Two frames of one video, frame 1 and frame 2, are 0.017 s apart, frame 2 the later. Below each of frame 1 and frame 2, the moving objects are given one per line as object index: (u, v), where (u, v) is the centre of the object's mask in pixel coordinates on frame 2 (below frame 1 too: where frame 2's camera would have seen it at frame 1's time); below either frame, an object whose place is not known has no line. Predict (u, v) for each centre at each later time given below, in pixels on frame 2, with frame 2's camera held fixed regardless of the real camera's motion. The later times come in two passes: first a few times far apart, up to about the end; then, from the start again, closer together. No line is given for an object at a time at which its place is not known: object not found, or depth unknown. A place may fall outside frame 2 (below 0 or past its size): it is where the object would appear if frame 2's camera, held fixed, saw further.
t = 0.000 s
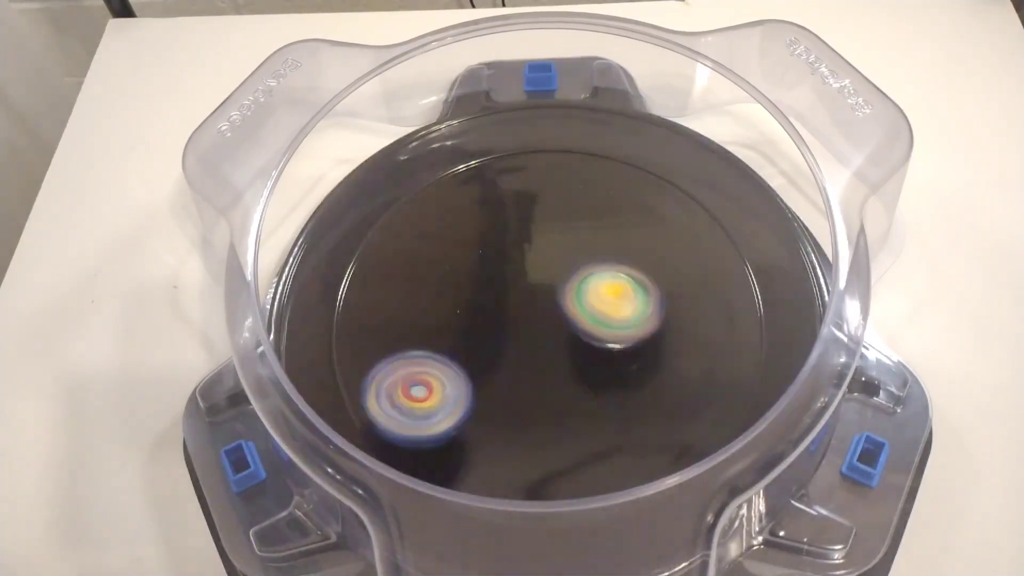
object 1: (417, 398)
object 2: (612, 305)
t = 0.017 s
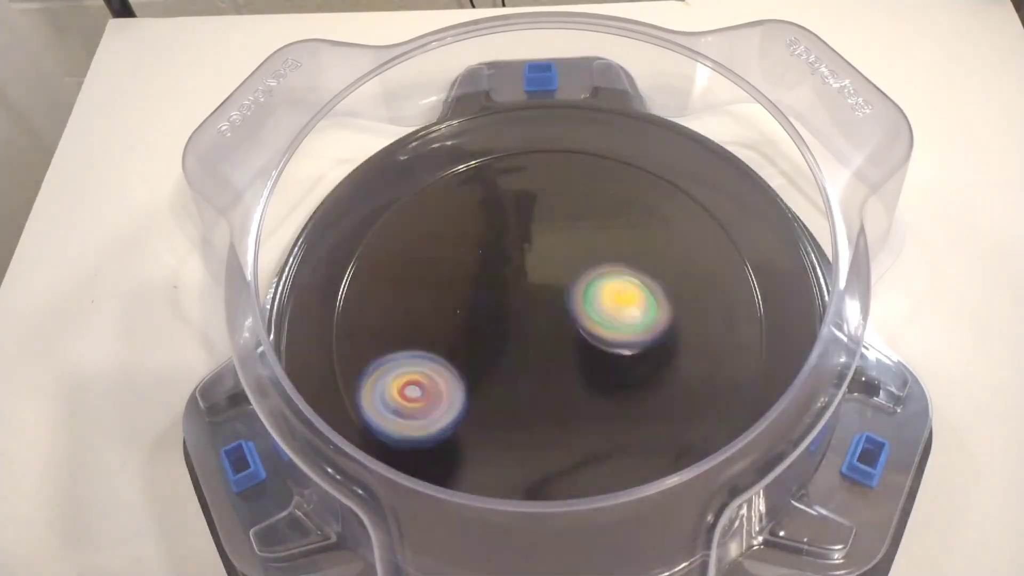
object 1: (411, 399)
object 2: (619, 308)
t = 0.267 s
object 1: (419, 365)
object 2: (651, 367)
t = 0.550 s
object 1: (501, 279)
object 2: (606, 359)
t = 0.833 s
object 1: (586, 214)
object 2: (570, 347)
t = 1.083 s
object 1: (634, 204)
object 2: (537, 321)
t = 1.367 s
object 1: (622, 298)
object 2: (512, 309)
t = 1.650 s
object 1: (589, 396)
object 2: (524, 300)
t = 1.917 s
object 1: (536, 436)
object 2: (532, 305)
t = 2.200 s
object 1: (488, 369)
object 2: (573, 312)
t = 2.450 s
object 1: (459, 303)
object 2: (594, 298)
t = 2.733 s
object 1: (477, 245)
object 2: (590, 308)
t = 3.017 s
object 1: (515, 206)
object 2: (583, 346)
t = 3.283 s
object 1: (503, 234)
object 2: (545, 388)
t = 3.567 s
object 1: (569, 263)
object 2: (530, 394)
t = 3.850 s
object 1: (604, 251)
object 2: (526, 367)
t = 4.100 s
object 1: (631, 261)
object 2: (488, 327)
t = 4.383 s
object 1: (617, 279)
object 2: (489, 313)
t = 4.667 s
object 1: (652, 336)
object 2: (467, 305)
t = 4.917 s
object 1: (640, 366)
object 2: (503, 302)
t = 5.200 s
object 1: (589, 405)
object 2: (565, 264)
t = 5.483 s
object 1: (538, 387)
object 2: (577, 266)
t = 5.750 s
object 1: (491, 338)
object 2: (580, 270)
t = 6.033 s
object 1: (480, 285)
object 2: (581, 275)
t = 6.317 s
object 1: (475, 271)
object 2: (584, 290)
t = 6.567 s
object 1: (498, 288)
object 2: (606, 303)
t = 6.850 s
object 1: (508, 310)
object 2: (617, 320)
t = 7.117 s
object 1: (476, 313)
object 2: (597, 322)
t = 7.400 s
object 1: (460, 307)
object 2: (573, 312)
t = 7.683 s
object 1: (470, 315)
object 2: (594, 316)
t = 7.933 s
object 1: (487, 332)
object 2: (602, 312)
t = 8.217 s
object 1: (476, 347)
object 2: (591, 304)
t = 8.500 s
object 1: (469, 337)
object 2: (593, 303)
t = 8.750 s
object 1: (482, 344)
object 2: (602, 298)
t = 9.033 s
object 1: (480, 342)
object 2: (592, 307)
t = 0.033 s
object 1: (407, 398)
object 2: (626, 312)
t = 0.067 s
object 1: (400, 398)
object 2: (638, 322)
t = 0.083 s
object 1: (397, 398)
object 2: (642, 327)
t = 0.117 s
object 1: (393, 396)
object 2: (648, 337)
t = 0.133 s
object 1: (392, 394)
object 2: (650, 342)
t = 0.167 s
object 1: (395, 390)
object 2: (653, 351)
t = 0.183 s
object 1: (398, 387)
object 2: (653, 355)
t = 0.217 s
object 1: (405, 380)
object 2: (652, 362)
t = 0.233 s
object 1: (410, 376)
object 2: (652, 363)
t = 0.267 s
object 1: (419, 365)
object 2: (651, 367)
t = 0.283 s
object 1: (424, 361)
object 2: (649, 368)
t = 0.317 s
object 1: (434, 350)
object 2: (646, 368)
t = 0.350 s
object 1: (443, 340)
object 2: (640, 368)
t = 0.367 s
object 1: (449, 335)
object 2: (638, 367)
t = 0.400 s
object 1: (458, 324)
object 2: (632, 366)
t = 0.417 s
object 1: (463, 320)
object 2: (629, 366)
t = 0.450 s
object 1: (473, 309)
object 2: (623, 364)
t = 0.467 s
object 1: (476, 304)
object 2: (620, 363)
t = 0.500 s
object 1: (487, 294)
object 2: (615, 362)
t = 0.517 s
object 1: (492, 288)
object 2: (612, 361)
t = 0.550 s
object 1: (501, 279)
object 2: (606, 359)
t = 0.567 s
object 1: (507, 273)
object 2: (603, 359)
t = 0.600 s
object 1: (517, 265)
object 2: (598, 357)
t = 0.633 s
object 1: (527, 256)
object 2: (593, 355)
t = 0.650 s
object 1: (532, 251)
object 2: (590, 354)
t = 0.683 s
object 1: (542, 244)
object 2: (585, 352)
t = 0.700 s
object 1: (548, 240)
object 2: (583, 351)
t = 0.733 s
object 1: (558, 232)
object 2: (579, 350)
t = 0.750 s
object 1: (563, 229)
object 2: (577, 350)
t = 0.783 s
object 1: (573, 221)
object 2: (575, 349)
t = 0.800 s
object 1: (577, 219)
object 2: (573, 348)
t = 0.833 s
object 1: (586, 214)
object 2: (570, 347)
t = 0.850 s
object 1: (589, 211)
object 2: (568, 346)
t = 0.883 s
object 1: (599, 207)
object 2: (565, 343)
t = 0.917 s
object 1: (607, 203)
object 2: (561, 340)
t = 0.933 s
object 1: (609, 202)
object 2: (559, 338)
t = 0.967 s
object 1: (618, 200)
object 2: (554, 334)
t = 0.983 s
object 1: (621, 199)
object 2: (552, 333)
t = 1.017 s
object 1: (627, 199)
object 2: (546, 329)
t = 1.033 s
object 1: (630, 199)
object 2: (544, 327)
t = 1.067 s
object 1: (633, 202)
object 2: (539, 323)
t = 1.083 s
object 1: (634, 204)
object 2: (537, 321)
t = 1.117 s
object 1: (634, 210)
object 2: (532, 318)
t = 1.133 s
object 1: (634, 215)
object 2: (529, 315)
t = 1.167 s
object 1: (633, 224)
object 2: (525, 314)
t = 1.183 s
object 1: (633, 230)
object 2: (523, 312)
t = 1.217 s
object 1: (632, 242)
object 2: (519, 311)
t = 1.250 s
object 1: (630, 254)
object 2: (517, 310)
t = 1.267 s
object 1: (629, 260)
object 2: (515, 309)
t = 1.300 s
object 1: (627, 273)
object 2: (513, 309)
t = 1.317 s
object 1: (626, 280)
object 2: (512, 309)
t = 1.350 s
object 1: (624, 291)
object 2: (512, 309)
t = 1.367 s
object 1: (622, 298)
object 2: (512, 309)
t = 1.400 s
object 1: (620, 311)
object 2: (513, 309)
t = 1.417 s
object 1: (618, 317)
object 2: (514, 308)
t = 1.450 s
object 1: (615, 329)
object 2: (515, 307)
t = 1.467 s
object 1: (613, 335)
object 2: (516, 306)
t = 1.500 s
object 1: (609, 348)
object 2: (518, 305)
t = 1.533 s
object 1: (606, 359)
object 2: (519, 303)
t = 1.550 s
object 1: (603, 365)
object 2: (520, 303)
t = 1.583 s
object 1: (599, 376)
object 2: (521, 301)
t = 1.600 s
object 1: (596, 382)
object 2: (522, 301)
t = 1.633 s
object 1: (591, 392)
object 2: (523, 300)
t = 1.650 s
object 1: (589, 396)
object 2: (524, 300)
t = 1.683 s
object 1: (582, 406)
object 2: (524, 299)
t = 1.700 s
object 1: (580, 410)
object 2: (524, 299)
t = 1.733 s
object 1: (573, 418)
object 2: (524, 299)
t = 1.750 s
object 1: (570, 421)
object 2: (523, 299)
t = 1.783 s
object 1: (564, 428)
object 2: (524, 299)
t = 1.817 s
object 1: (557, 433)
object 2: (525, 300)
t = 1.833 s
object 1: (554, 434)
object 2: (525, 301)
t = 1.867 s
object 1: (547, 437)
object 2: (527, 302)
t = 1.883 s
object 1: (544, 437)
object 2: (528, 303)
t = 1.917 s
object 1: (536, 436)
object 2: (532, 305)
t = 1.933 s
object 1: (534, 434)
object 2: (534, 306)
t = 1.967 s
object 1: (529, 431)
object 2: (539, 308)
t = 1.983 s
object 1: (526, 427)
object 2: (542, 309)
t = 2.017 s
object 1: (520, 419)
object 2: (546, 310)
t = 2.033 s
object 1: (517, 415)
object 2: (549, 312)
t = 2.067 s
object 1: (511, 406)
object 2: (553, 313)
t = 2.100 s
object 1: (505, 396)
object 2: (558, 313)
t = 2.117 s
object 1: (503, 391)
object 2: (561, 314)
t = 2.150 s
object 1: (497, 381)
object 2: (565, 314)
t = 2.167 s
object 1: (495, 375)
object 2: (567, 315)
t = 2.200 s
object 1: (488, 369)
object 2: (573, 312)
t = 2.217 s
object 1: (486, 365)
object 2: (576, 311)
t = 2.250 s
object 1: (480, 357)
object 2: (580, 309)
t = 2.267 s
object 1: (477, 352)
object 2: (582, 308)
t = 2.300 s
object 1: (472, 343)
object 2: (587, 306)
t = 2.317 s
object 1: (470, 339)
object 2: (588, 305)
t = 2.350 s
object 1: (466, 329)
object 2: (591, 303)
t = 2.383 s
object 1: (463, 320)
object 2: (592, 301)
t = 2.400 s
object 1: (462, 316)
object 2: (593, 300)
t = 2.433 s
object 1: (460, 307)
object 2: (593, 299)
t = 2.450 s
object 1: (459, 303)
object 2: (594, 298)
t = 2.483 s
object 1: (458, 294)
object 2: (593, 298)
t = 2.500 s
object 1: (458, 290)
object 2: (593, 298)
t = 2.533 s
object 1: (458, 282)
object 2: (592, 299)
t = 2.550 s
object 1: (458, 279)
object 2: (592, 299)
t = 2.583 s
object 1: (460, 271)
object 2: (591, 301)
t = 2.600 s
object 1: (460, 268)
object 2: (591, 302)
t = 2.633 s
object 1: (464, 261)
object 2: (590, 304)
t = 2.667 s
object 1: (468, 254)
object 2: (590, 305)
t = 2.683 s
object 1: (470, 252)
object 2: (590, 306)
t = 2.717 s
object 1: (475, 247)
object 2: (590, 307)
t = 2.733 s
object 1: (477, 245)
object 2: (590, 308)
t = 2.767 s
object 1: (484, 241)
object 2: (589, 309)
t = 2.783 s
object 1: (486, 240)
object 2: (589, 309)
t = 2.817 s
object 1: (494, 237)
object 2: (587, 310)
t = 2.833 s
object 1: (497, 236)
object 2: (586, 310)
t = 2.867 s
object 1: (507, 235)
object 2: (582, 310)
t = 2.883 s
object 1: (510, 235)
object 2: (580, 310)
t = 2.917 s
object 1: (520, 234)
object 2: (575, 311)
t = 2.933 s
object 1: (523, 233)
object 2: (573, 311)
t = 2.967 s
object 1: (522, 220)
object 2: (579, 325)
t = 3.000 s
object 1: (517, 209)
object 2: (583, 339)
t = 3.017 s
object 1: (515, 206)
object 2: (583, 346)
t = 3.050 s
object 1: (509, 199)
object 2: (579, 358)
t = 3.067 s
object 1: (506, 198)
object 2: (576, 363)
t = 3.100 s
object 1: (501, 196)
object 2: (568, 372)
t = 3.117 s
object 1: (498, 197)
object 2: (564, 376)
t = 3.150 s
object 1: (496, 200)
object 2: (558, 380)
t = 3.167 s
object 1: (494, 202)
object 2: (554, 382)
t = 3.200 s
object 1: (494, 210)
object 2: (548, 386)
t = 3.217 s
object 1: (494, 214)
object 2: (547, 387)
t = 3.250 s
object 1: (498, 224)
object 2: (545, 388)
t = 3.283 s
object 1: (503, 234)
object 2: (545, 388)
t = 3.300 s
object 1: (506, 240)
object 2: (544, 388)
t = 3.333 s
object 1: (513, 250)
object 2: (543, 386)
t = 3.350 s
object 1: (517, 255)
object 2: (542, 384)
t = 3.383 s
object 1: (524, 264)
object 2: (540, 381)
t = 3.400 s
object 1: (528, 270)
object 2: (540, 380)
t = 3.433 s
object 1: (537, 279)
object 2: (538, 377)
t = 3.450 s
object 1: (541, 284)
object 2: (537, 376)
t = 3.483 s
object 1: (551, 280)
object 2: (533, 383)
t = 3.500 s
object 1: (554, 274)
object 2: (532, 386)
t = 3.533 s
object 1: (562, 267)
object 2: (531, 391)
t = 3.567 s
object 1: (569, 263)
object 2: (530, 394)
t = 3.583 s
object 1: (574, 262)
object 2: (530, 395)
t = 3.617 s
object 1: (581, 257)
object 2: (530, 393)
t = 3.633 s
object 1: (586, 256)
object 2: (531, 392)
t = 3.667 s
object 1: (592, 252)
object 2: (531, 389)
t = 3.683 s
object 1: (596, 251)
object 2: (531, 386)
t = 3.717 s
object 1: (600, 248)
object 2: (531, 383)
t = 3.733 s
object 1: (602, 248)
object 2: (530, 381)
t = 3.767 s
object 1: (605, 246)
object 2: (529, 379)
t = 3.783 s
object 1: (605, 247)
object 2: (528, 378)
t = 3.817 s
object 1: (605, 248)
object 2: (527, 373)
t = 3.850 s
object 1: (604, 251)
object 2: (526, 367)
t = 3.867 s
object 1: (604, 252)
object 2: (525, 363)
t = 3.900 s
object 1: (601, 257)
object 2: (525, 357)
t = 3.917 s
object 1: (601, 259)
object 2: (524, 353)
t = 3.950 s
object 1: (598, 268)
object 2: (524, 344)
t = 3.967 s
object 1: (597, 272)
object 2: (523, 341)
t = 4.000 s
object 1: (607, 272)
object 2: (513, 337)
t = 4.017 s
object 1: (613, 268)
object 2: (506, 337)
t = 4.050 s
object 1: (621, 266)
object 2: (498, 333)
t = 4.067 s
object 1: (624, 263)
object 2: (494, 331)
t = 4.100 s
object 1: (631, 261)
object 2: (488, 327)
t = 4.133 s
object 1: (638, 257)
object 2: (483, 321)
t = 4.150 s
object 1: (639, 256)
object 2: (482, 319)
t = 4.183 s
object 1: (642, 254)
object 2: (480, 317)
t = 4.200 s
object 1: (641, 254)
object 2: (480, 315)
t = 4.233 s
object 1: (640, 254)
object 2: (478, 315)
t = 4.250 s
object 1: (639, 255)
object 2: (479, 315)
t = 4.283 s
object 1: (635, 258)
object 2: (480, 315)
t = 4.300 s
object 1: (632, 262)
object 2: (481, 315)
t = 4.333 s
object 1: (626, 267)
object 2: (484, 314)
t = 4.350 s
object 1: (624, 271)
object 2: (485, 314)
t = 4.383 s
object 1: (617, 279)
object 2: (489, 313)
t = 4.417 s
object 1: (611, 288)
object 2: (493, 311)
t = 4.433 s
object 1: (608, 291)
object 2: (494, 311)
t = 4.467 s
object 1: (602, 300)
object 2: (497, 309)
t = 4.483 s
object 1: (603, 304)
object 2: (496, 307)
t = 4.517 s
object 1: (619, 312)
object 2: (480, 305)
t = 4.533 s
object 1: (625, 316)
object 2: (474, 304)
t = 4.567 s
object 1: (633, 321)
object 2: (467, 304)
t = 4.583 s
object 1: (637, 324)
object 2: (465, 304)
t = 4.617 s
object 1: (643, 328)
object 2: (464, 304)
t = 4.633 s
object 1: (647, 331)
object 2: (465, 305)
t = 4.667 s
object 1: (652, 336)
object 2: (467, 305)
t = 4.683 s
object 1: (655, 339)
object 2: (469, 304)
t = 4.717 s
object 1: (658, 344)
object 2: (472, 304)
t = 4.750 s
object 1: (660, 350)
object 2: (475, 303)
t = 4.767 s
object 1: (660, 352)
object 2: (477, 303)
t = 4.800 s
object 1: (660, 355)
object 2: (479, 302)
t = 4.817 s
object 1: (657, 358)
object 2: (482, 302)
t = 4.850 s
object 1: (654, 361)
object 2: (488, 302)
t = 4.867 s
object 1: (650, 363)
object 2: (491, 302)
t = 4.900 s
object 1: (644, 365)
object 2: (500, 302)
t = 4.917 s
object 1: (640, 366)
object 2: (503, 302)
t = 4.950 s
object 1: (628, 367)
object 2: (513, 301)
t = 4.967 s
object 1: (625, 367)
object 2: (518, 301)
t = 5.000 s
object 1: (614, 368)
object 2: (528, 301)
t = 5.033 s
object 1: (604, 368)
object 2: (539, 300)
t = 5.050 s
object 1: (602, 373)
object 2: (542, 298)
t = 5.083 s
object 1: (601, 384)
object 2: (545, 286)
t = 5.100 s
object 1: (600, 388)
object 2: (546, 282)
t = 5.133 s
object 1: (596, 395)
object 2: (553, 274)
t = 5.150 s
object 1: (595, 397)
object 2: (556, 271)
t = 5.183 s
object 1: (591, 403)
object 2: (562, 266)
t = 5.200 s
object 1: (589, 405)
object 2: (565, 264)
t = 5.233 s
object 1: (583, 409)
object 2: (569, 261)
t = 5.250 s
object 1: (580, 410)
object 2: (571, 259)
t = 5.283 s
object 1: (576, 411)
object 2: (573, 258)
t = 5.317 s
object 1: (568, 410)
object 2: (573, 257)
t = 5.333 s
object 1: (567, 410)
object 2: (573, 257)
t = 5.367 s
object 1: (558, 406)
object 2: (574, 257)
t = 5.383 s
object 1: (555, 404)
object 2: (574, 258)
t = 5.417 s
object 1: (550, 400)
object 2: (574, 259)
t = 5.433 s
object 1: (546, 397)
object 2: (574, 261)
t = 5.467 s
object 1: (540, 391)
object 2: (576, 264)
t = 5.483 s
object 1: (538, 387)
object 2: (577, 266)
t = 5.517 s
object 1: (531, 380)
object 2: (579, 268)
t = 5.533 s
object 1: (529, 376)
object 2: (580, 268)
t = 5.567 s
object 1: (526, 368)
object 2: (579, 271)
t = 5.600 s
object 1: (523, 360)
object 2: (580, 274)
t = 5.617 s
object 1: (522, 356)
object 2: (578, 276)
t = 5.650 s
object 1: (513, 352)
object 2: (580, 275)
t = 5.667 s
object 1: (506, 350)
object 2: (582, 272)
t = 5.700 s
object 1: (496, 346)
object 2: (584, 269)
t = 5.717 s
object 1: (493, 342)
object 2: (582, 269)
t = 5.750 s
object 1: (491, 338)
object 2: (580, 270)
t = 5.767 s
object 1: (489, 335)
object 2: (581, 271)
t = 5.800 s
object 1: (485, 329)
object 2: (580, 272)
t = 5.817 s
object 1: (484, 325)
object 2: (580, 273)
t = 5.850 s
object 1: (482, 319)
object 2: (580, 274)
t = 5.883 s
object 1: (482, 312)
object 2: (579, 275)
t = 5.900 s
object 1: (483, 309)
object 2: (579, 275)
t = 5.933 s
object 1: (482, 301)
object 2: (580, 276)
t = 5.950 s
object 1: (482, 299)
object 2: (582, 276)
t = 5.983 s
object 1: (482, 292)
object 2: (581, 275)
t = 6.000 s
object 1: (480, 288)
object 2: (581, 274)
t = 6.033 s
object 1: (480, 285)
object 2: (581, 275)
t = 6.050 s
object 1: (476, 282)
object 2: (581, 275)
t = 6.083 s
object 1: (472, 278)
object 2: (584, 276)
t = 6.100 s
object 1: (470, 276)
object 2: (583, 276)
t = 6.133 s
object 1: (466, 274)
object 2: (581, 277)
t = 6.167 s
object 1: (463, 271)
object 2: (581, 279)
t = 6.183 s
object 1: (463, 271)
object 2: (580, 279)
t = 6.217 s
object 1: (462, 269)
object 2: (579, 283)
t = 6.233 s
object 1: (464, 269)
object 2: (580, 284)
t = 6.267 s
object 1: (466, 270)
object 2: (581, 286)
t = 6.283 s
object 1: (467, 270)
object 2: (581, 287)
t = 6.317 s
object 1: (475, 271)
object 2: (584, 290)
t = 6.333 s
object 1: (477, 273)
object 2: (585, 291)
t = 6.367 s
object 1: (481, 274)
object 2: (587, 291)
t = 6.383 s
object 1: (485, 274)
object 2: (587, 293)
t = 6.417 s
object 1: (486, 275)
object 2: (596, 293)
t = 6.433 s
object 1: (486, 276)
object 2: (597, 294)
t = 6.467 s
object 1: (488, 278)
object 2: (603, 298)
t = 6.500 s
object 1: (489, 282)
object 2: (603, 300)
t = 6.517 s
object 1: (490, 283)
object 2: (603, 301)
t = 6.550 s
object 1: (494, 285)
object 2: (604, 303)
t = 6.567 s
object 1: (498, 288)
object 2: (606, 303)
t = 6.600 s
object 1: (501, 292)
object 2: (606, 305)
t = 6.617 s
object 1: (502, 293)
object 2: (606, 306)
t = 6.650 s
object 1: (503, 293)
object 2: (611, 311)
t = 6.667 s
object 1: (503, 294)
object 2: (613, 313)
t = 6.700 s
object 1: (501, 296)
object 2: (615, 317)
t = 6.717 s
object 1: (502, 297)
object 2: (616, 318)
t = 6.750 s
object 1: (503, 301)
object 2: (617, 318)
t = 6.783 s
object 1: (502, 303)
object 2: (618, 320)
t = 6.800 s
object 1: (505, 304)
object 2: (618, 320)
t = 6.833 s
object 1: (509, 309)
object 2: (618, 321)
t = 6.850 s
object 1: (508, 310)
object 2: (617, 320)
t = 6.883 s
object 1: (510, 312)
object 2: (613, 320)
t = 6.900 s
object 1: (510, 312)
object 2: (611, 320)
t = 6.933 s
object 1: (502, 314)
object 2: (612, 322)
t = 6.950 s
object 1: (498, 314)
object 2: (612, 322)
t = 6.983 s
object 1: (495, 314)
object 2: (610, 323)
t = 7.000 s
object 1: (496, 315)
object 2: (610, 323)
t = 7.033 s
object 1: (493, 316)
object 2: (608, 323)
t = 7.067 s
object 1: (486, 316)
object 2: (604, 324)
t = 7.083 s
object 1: (483, 314)
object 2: (602, 322)
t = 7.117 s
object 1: (476, 313)
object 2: (597, 322)
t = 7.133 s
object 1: (473, 312)
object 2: (595, 322)
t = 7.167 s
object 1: (471, 311)
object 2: (589, 320)
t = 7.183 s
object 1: (470, 311)
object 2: (586, 319)
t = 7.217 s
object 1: (468, 310)
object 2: (578, 315)
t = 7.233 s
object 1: (469, 309)
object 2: (574, 316)
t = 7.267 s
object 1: (468, 308)
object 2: (569, 313)
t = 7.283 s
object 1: (466, 308)
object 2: (568, 312)
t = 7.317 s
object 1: (465, 307)
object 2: (566, 312)
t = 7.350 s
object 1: (462, 307)
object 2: (569, 313)
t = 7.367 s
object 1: (462, 307)
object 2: (572, 313)
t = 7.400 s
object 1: (460, 307)
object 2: (573, 312)
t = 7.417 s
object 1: (461, 307)
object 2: (573, 311)
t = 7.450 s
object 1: (464, 308)
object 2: (572, 310)
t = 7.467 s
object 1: (464, 309)
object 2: (571, 310)
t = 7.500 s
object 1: (466, 309)
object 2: (573, 311)
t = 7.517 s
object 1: (470, 309)
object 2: (574, 311)
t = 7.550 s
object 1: (469, 310)
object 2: (580, 311)
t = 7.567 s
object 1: (467, 310)
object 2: (583, 312)
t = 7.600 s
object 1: (466, 311)
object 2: (588, 313)
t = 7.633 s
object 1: (469, 313)
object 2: (591, 316)
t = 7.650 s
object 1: (469, 314)
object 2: (593, 317)
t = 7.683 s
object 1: (470, 315)
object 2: (594, 316)
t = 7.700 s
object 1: (472, 314)
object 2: (594, 316)
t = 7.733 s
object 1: (480, 316)
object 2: (595, 316)
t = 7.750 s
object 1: (483, 319)
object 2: (596, 316)
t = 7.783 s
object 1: (486, 322)
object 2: (596, 317)
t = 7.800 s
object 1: (486, 323)
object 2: (595, 316)
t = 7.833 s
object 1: (491, 323)
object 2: (595, 316)
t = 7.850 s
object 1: (494, 324)
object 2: (594, 317)
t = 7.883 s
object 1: (494, 329)
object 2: (595, 316)
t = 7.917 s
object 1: (488, 332)
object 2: (600, 312)
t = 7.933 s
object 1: (487, 332)
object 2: (602, 312)
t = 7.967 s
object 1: (489, 332)
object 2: (603, 310)
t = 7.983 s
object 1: (491, 332)
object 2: (602, 310)
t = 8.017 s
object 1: (495, 335)
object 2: (601, 310)
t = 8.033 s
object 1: (495, 337)
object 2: (601, 308)
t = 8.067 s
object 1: (493, 341)
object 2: (599, 308)
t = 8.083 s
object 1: (492, 342)
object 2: (598, 310)
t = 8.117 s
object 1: (494, 342)
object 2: (594, 310)
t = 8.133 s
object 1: (494, 343)
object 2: (592, 310)
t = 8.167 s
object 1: (483, 348)
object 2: (594, 308)
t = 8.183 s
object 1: (480, 348)
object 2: (594, 307)
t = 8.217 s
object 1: (476, 347)
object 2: (591, 304)
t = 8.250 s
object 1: (479, 344)
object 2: (588, 306)
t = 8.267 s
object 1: (480, 343)
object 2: (588, 309)
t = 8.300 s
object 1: (484, 344)
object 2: (585, 310)
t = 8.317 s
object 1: (486, 344)
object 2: (583, 310)
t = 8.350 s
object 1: (488, 345)
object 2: (579, 311)
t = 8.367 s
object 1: (488, 346)
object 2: (579, 312)
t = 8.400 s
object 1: (478, 350)
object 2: (590, 308)
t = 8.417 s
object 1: (473, 349)
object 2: (592, 307)
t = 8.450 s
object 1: (466, 344)
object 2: (594, 305)
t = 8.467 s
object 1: (465, 342)
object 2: (594, 303)
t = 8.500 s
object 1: (469, 337)
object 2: (593, 303)
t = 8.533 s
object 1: (477, 335)
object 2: (594, 303)
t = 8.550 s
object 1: (482, 335)
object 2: (593, 304)
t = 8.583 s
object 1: (492, 338)
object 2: (592, 308)
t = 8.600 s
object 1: (496, 339)
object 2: (592, 309)
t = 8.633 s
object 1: (492, 341)
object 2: (599, 307)
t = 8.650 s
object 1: (490, 342)
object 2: (602, 304)
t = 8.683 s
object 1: (487, 344)
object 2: (607, 300)
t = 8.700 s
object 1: (485, 346)
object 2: (607, 298)
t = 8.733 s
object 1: (482, 345)
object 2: (603, 297)
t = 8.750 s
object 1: (482, 344)
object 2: (602, 298)
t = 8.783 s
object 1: (482, 344)
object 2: (597, 301)
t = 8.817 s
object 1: (482, 344)
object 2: (596, 305)
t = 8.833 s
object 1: (482, 344)
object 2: (596, 306)
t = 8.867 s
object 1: (483, 344)
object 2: (596, 307)
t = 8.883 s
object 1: (483, 344)
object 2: (596, 307)
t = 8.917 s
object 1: (483, 343)
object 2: (594, 308)
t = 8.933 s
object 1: (484, 342)
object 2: (592, 309)
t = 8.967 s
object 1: (488, 340)
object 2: (589, 311)
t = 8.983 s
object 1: (489, 340)
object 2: (588, 311)
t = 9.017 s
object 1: (481, 341)
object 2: (592, 308)
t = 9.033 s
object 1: (480, 342)
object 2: (592, 307)
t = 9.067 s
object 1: (477, 342)
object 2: (588, 307)
